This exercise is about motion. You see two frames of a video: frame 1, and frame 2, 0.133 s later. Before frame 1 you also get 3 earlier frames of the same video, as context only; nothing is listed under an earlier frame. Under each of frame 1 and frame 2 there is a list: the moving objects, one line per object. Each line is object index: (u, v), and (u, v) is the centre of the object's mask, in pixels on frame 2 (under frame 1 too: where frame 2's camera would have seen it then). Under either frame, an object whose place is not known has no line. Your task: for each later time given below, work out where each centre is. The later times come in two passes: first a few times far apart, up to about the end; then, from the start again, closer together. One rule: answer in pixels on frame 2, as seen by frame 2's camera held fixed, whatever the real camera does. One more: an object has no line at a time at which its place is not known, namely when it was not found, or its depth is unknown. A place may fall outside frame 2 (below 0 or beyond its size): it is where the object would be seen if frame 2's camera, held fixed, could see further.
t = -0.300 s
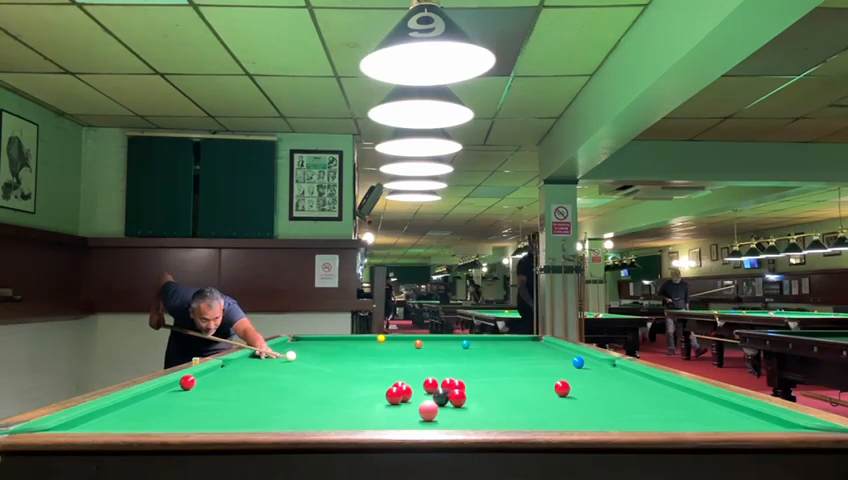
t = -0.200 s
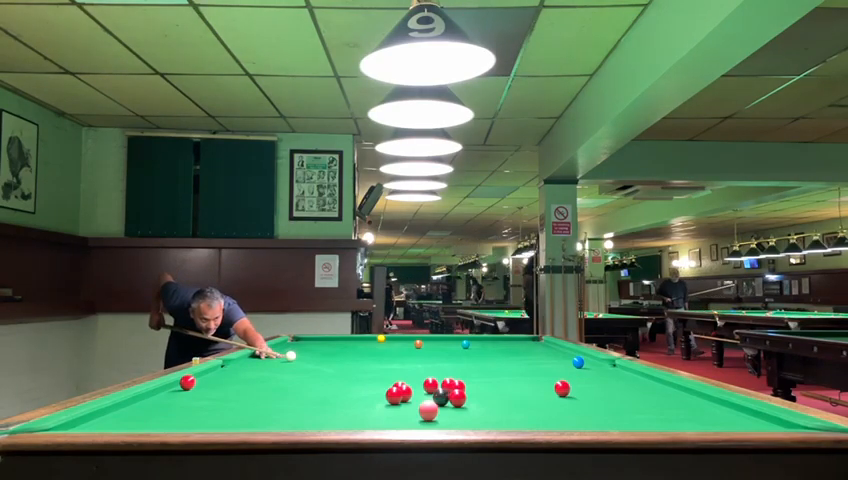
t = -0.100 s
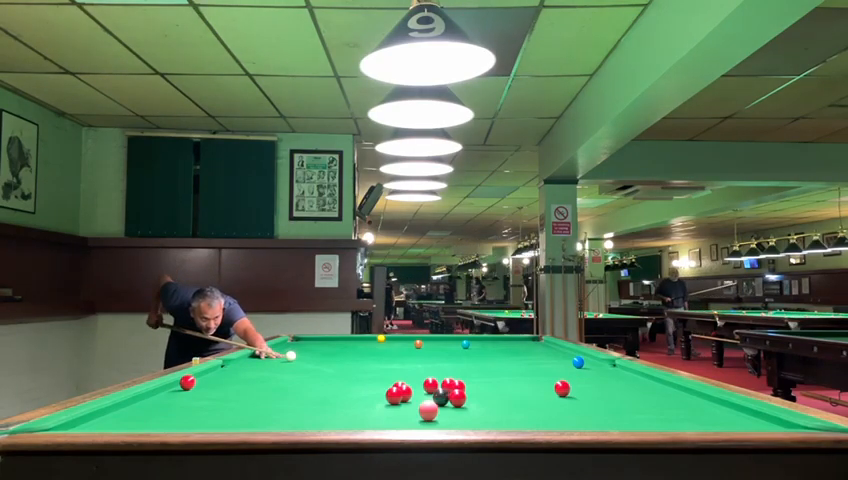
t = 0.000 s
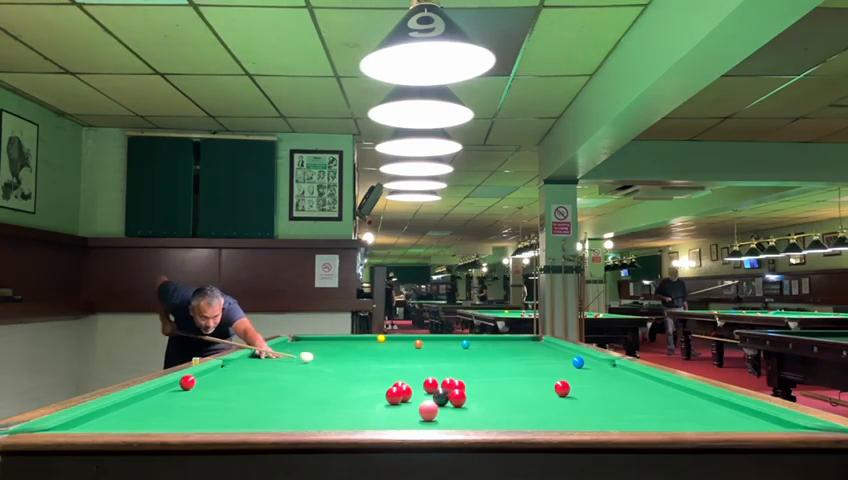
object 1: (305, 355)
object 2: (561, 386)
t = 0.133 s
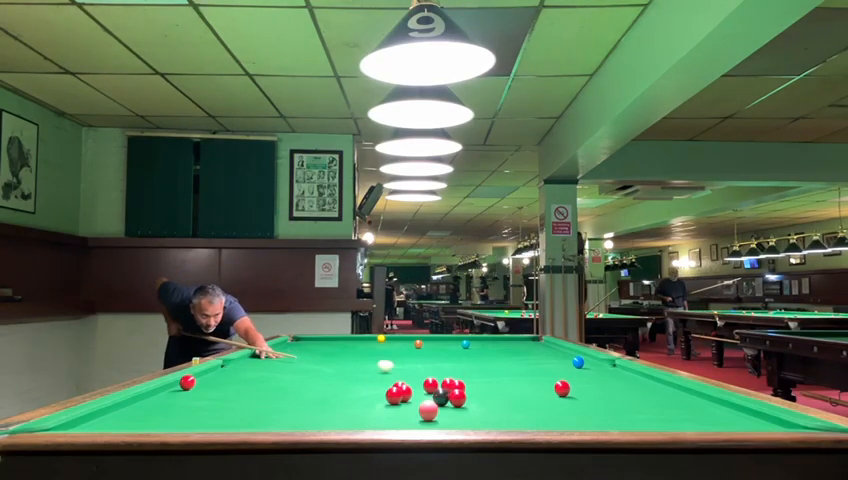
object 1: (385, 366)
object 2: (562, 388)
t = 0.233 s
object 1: (453, 370)
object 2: (560, 386)
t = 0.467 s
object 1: (581, 389)
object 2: (658, 407)
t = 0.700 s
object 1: (635, 388)
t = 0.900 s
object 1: (682, 389)
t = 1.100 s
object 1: (644, 387)
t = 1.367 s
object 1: (598, 391)
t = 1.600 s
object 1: (559, 389)
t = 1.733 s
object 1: (541, 392)
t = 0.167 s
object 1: (406, 367)
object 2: (560, 387)
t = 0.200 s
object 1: (433, 374)
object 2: (567, 393)
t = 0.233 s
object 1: (453, 370)
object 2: (560, 386)
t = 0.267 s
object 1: (482, 379)
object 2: (565, 390)
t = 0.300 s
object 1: (508, 381)
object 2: (565, 390)
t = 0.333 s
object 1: (539, 388)
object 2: (568, 393)
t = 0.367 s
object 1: (552, 384)
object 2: (570, 388)
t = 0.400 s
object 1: (566, 391)
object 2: (602, 400)
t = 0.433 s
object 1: (565, 384)
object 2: (619, 396)
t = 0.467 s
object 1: (581, 389)
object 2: (658, 407)
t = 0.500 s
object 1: (582, 384)
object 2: (677, 406)
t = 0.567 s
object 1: (598, 387)
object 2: (739, 421)
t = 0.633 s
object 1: (619, 386)
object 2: (808, 424)
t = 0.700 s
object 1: (635, 388)
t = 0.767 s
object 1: (661, 393)
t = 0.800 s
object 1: (663, 388)
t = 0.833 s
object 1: (672, 388)
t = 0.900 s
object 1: (682, 389)
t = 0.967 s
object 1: (666, 388)
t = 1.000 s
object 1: (659, 394)
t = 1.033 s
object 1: (654, 389)
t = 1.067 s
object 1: (650, 390)
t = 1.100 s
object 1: (644, 387)
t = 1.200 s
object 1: (629, 395)
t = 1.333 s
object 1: (602, 391)
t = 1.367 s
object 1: (598, 391)
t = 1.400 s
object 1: (593, 395)
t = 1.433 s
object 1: (590, 392)
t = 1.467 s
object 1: (584, 390)
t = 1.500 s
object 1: (576, 389)
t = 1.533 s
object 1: (572, 394)
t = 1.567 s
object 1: (573, 392)
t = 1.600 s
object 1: (559, 389)
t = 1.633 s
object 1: (559, 387)
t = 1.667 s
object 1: (551, 393)
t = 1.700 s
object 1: (546, 393)
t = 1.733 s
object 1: (541, 392)
